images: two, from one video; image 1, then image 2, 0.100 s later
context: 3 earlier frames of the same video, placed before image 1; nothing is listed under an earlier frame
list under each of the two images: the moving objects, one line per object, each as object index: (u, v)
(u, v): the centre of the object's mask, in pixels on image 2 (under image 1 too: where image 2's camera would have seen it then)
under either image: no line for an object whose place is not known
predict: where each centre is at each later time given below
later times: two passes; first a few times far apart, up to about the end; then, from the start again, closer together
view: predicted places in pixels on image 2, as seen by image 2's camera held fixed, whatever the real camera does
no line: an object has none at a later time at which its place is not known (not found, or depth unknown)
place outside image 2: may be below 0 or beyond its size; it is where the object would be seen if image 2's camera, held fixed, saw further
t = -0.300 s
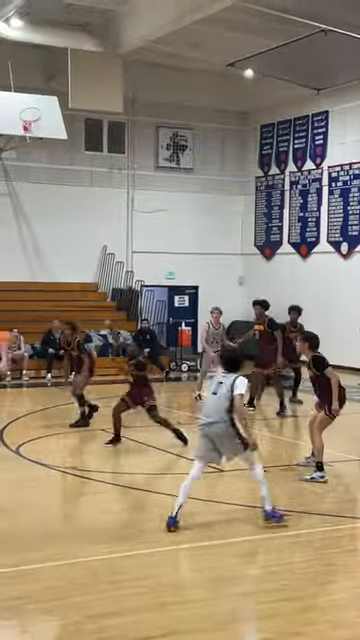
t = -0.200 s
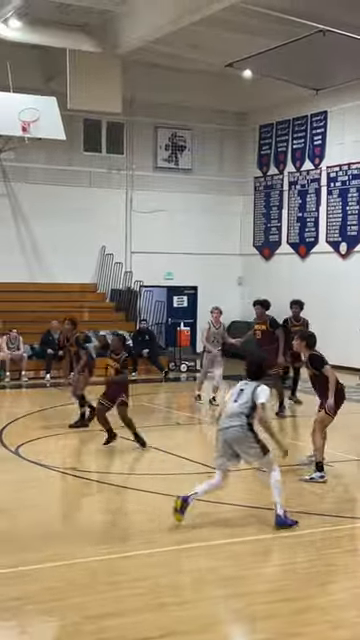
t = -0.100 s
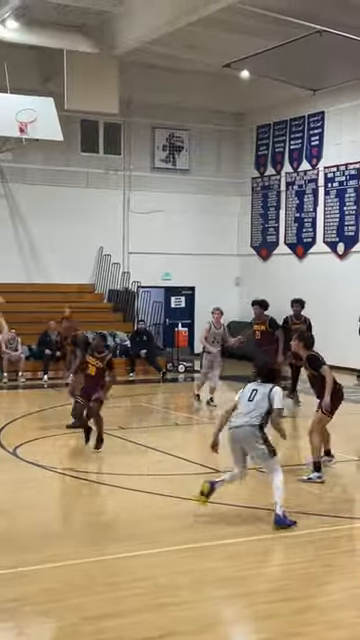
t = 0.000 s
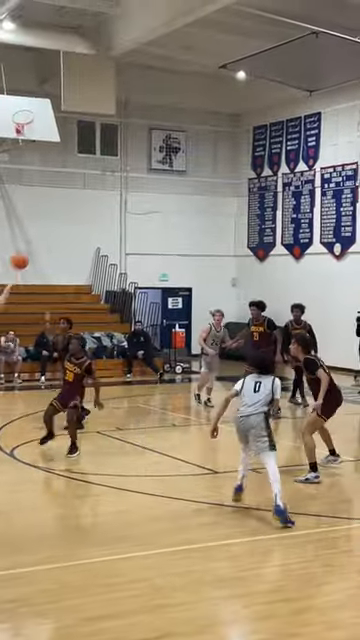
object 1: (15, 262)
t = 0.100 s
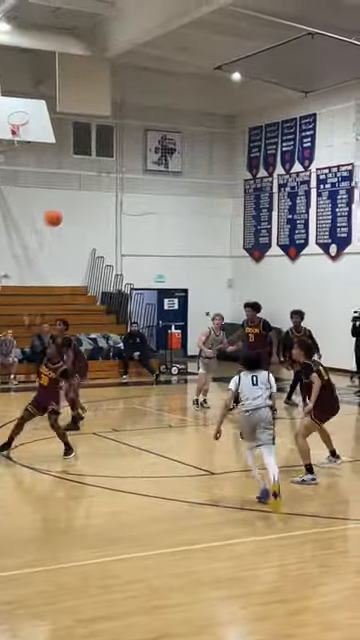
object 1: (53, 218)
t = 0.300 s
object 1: (124, 155)
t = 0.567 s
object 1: (211, 119)
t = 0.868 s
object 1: (298, 144)
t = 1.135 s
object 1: (367, 210)
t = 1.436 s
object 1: (388, 271)
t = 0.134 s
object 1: (65, 205)
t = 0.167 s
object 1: (77, 192)
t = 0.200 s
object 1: (88, 182)
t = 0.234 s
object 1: (101, 171)
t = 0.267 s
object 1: (113, 163)
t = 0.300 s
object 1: (124, 155)
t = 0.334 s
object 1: (134, 147)
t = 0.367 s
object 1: (146, 141)
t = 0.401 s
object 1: (158, 135)
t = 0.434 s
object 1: (167, 131)
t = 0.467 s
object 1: (178, 127)
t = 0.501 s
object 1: (190, 124)
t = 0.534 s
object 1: (199, 122)
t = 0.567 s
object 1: (211, 119)
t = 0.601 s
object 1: (221, 119)
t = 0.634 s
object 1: (231, 119)
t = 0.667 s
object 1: (241, 120)
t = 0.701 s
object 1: (250, 122)
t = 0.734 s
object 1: (260, 125)
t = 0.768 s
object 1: (270, 130)
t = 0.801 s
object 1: (280, 133)
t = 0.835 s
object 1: (289, 138)
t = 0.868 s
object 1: (298, 144)
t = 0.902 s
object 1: (306, 150)
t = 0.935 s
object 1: (317, 156)
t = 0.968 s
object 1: (325, 163)
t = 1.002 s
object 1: (335, 171)
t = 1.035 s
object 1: (342, 179)
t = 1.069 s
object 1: (352, 189)
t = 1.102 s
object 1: (360, 199)
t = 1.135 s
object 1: (367, 210)
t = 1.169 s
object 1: (376, 220)
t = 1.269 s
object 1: (399, 251)
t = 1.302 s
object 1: (400, 252)
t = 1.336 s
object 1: (398, 254)
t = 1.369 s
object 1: (394, 261)
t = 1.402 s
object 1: (391, 265)
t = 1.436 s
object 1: (388, 271)
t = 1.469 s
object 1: (385, 277)
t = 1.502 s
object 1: (382, 284)
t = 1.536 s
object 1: (379, 293)
